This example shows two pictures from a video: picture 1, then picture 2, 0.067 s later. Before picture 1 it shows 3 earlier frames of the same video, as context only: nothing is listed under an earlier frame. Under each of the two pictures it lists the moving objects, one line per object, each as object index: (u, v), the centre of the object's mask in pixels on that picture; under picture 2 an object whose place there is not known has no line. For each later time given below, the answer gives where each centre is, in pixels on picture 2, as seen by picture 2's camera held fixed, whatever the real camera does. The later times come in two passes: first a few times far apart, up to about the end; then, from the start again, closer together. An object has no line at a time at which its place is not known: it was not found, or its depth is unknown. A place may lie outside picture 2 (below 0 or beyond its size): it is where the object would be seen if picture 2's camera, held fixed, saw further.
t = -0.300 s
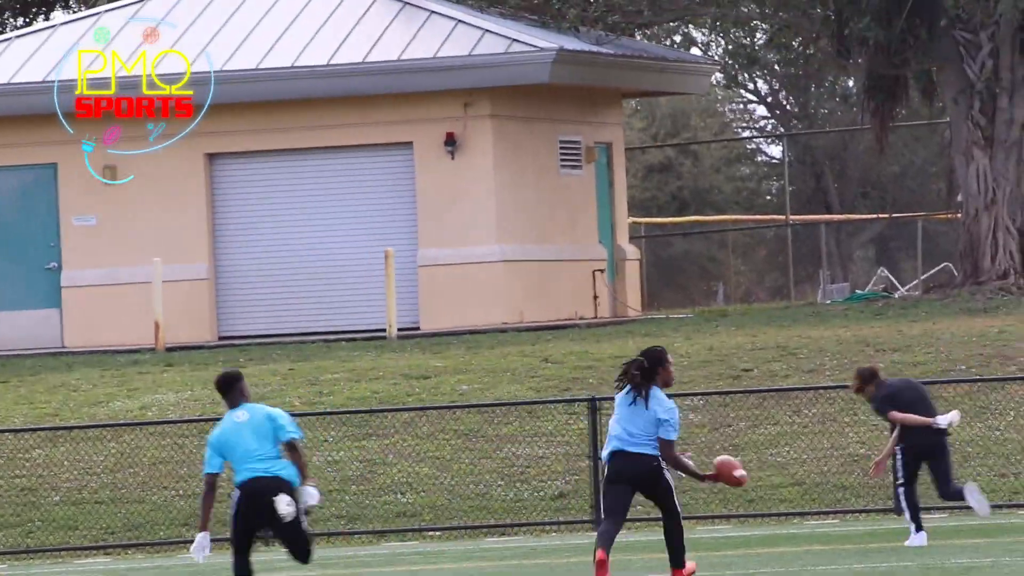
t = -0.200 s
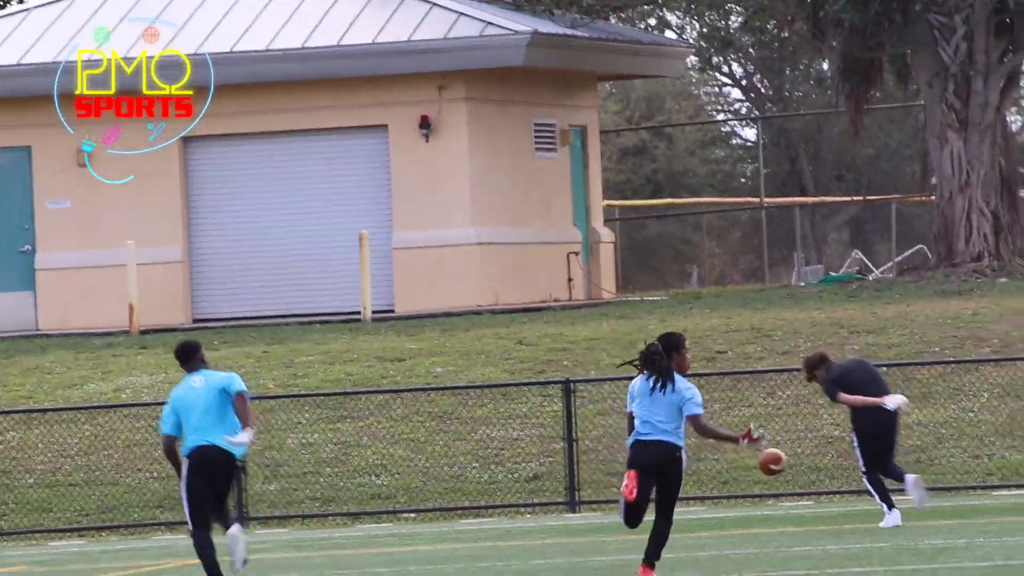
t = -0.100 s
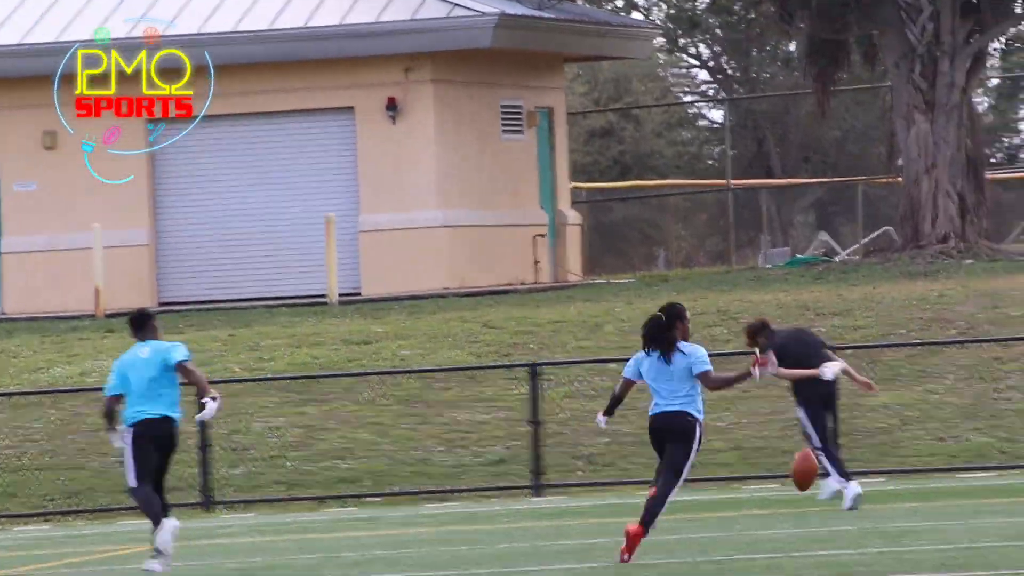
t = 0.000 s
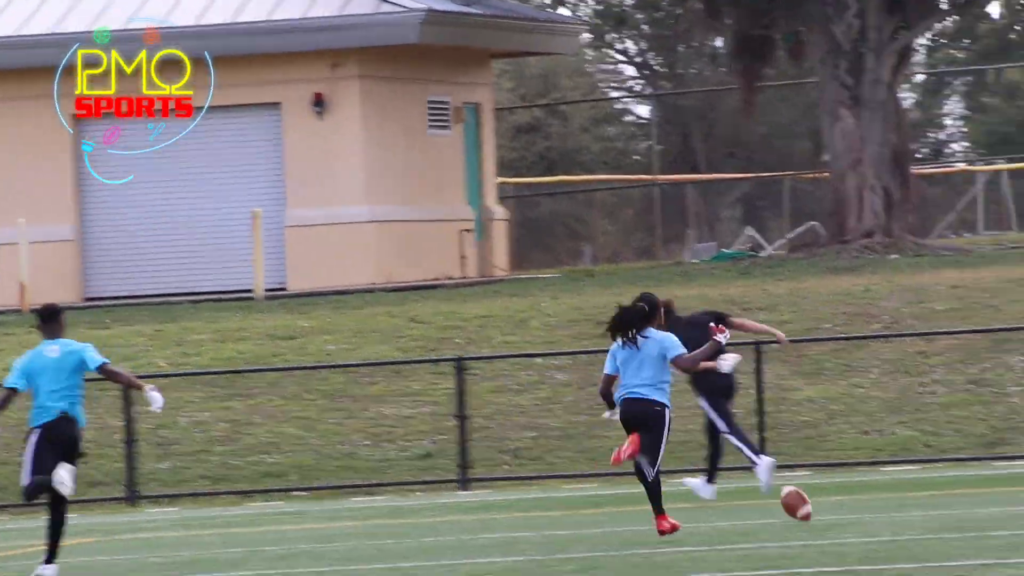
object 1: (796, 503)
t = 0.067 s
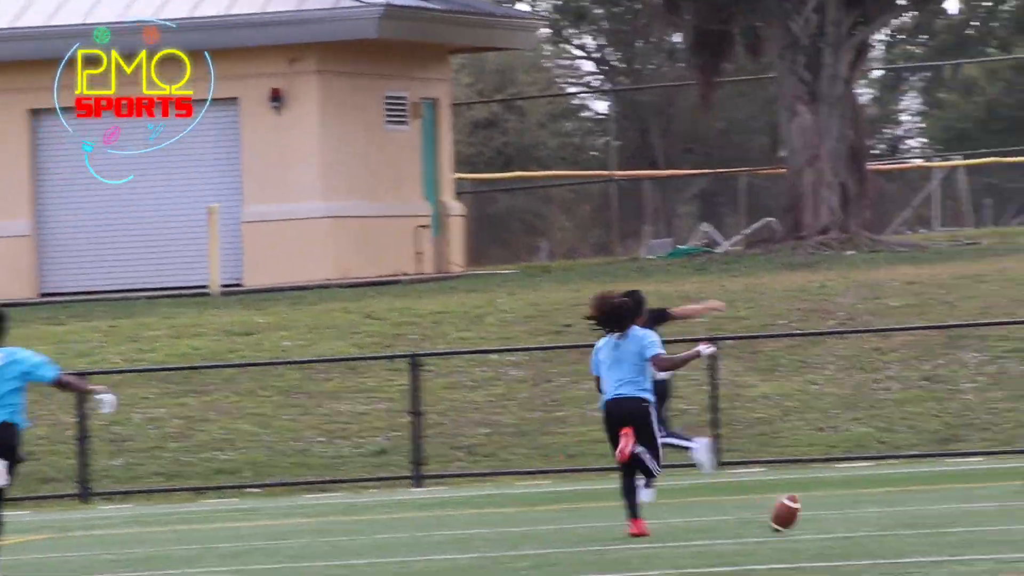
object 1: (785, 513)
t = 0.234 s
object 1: (855, 488)
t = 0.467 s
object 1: (947, 501)
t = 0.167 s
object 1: (831, 492)
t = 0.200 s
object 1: (842, 489)
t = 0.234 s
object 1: (855, 488)
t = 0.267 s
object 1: (869, 487)
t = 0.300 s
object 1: (882, 488)
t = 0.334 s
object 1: (895, 491)
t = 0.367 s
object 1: (909, 497)
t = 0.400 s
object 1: (923, 505)
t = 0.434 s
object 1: (936, 507)
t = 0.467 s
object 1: (947, 501)
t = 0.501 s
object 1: (961, 498)
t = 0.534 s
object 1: (973, 495)
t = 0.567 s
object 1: (986, 494)
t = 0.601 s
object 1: (997, 494)
